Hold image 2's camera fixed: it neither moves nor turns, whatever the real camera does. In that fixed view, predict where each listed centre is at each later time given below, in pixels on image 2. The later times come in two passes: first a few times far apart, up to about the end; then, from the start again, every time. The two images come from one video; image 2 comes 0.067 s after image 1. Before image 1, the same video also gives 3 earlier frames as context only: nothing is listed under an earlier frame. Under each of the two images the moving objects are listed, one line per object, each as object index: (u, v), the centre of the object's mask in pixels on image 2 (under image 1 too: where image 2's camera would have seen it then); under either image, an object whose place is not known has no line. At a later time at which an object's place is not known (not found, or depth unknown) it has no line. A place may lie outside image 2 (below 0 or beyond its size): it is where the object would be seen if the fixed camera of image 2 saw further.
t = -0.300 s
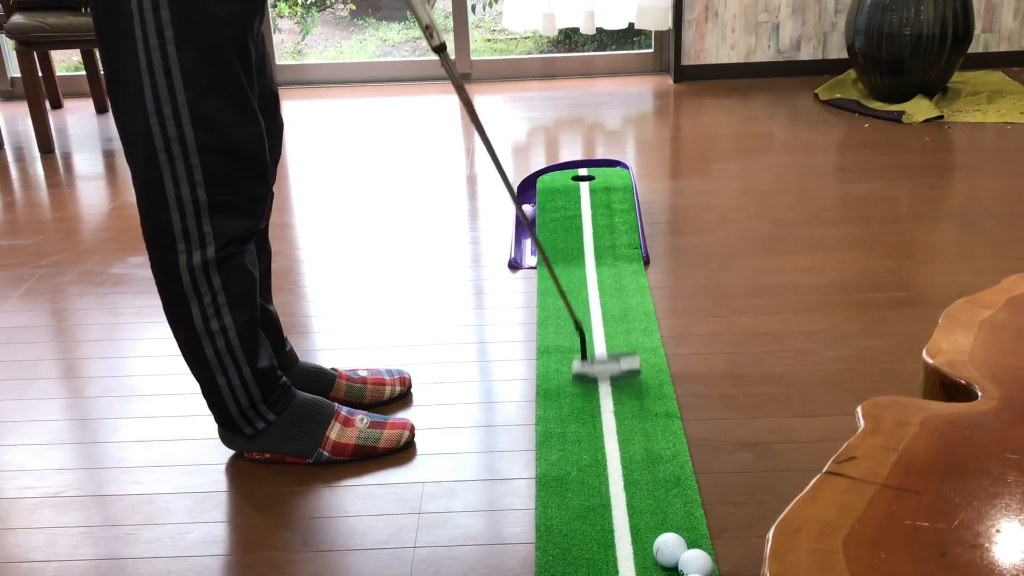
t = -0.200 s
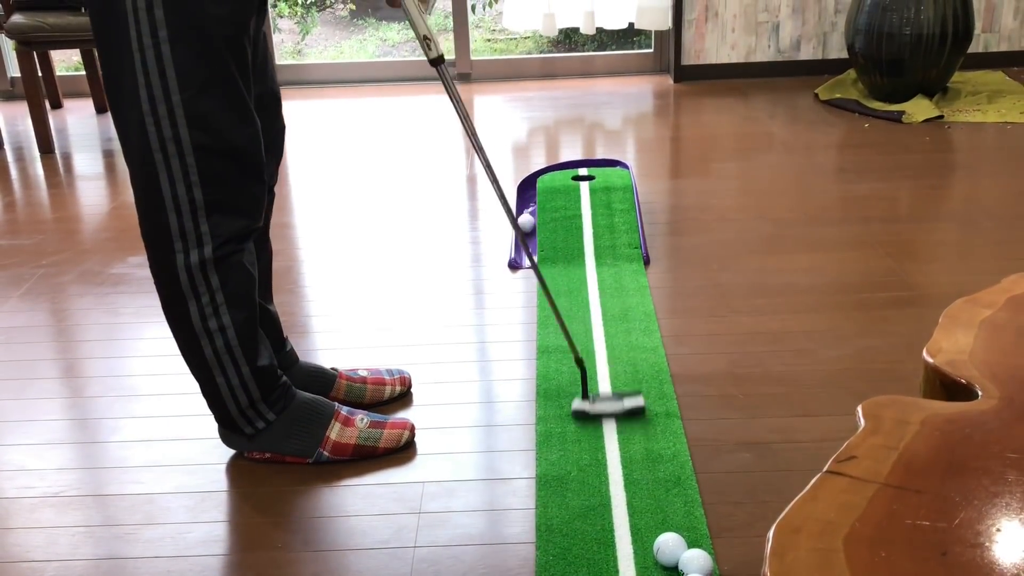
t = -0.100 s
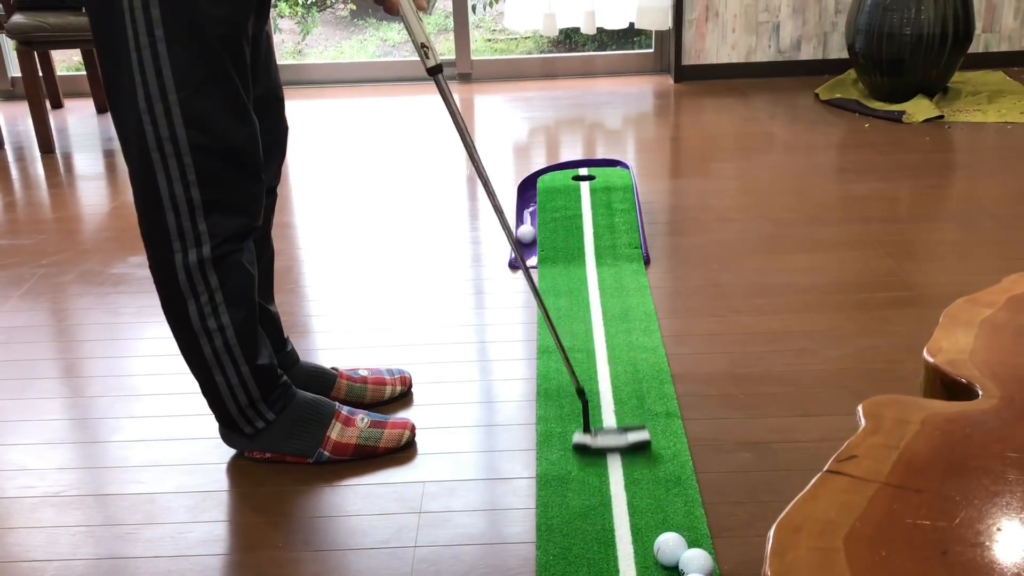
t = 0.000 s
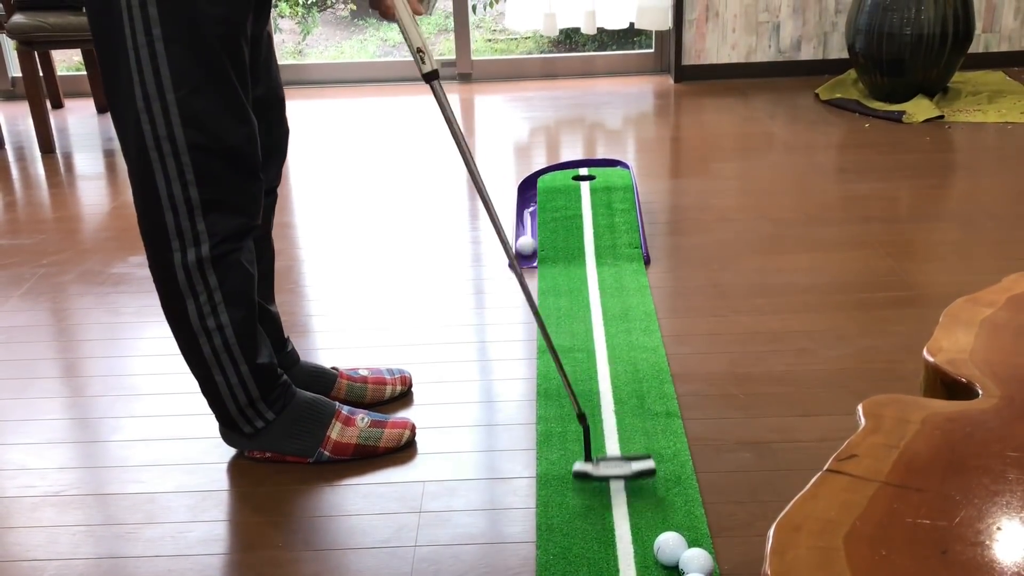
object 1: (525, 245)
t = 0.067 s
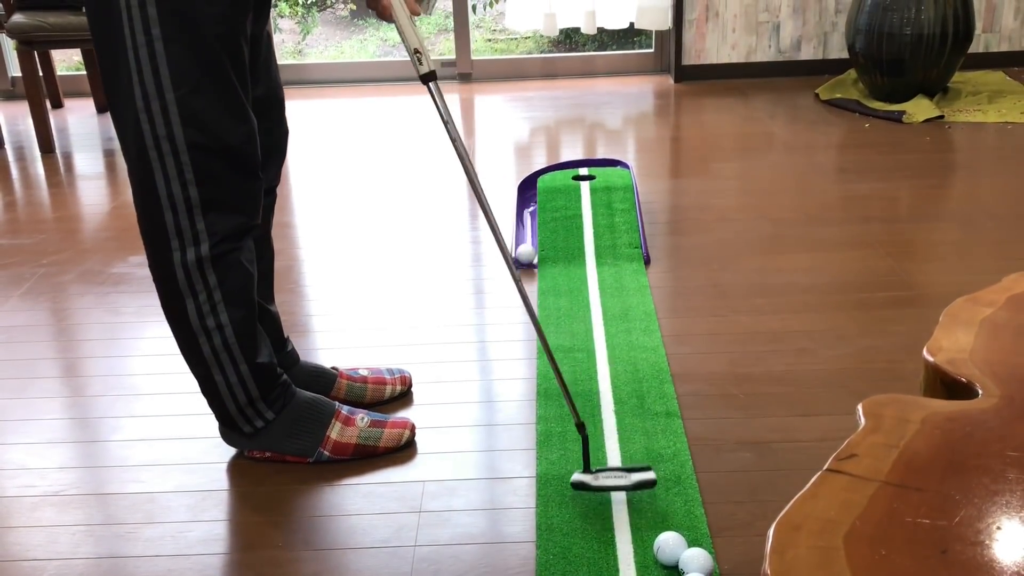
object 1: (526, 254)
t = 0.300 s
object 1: (520, 283)
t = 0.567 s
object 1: (513, 321)
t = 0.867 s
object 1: (499, 366)
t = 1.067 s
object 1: (487, 399)
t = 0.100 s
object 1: (525, 259)
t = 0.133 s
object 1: (525, 263)
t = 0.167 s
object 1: (524, 267)
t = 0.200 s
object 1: (525, 270)
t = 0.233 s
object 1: (527, 273)
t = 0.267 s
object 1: (522, 279)
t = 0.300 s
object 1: (520, 283)
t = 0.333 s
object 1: (521, 289)
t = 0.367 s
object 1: (520, 294)
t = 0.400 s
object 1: (519, 298)
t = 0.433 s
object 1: (518, 302)
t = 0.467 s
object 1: (517, 307)
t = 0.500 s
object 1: (516, 312)
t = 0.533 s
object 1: (515, 316)
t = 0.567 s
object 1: (513, 321)
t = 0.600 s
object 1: (512, 326)
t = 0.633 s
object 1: (511, 331)
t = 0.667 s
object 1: (509, 335)
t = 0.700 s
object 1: (508, 340)
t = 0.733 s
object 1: (506, 346)
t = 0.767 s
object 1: (504, 351)
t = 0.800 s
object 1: (502, 356)
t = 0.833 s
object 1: (501, 361)
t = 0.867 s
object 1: (499, 366)
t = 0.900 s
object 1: (497, 371)
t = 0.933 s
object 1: (496, 377)
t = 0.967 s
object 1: (493, 382)
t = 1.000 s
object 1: (491, 387)
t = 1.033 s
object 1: (489, 393)
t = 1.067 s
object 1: (487, 399)
